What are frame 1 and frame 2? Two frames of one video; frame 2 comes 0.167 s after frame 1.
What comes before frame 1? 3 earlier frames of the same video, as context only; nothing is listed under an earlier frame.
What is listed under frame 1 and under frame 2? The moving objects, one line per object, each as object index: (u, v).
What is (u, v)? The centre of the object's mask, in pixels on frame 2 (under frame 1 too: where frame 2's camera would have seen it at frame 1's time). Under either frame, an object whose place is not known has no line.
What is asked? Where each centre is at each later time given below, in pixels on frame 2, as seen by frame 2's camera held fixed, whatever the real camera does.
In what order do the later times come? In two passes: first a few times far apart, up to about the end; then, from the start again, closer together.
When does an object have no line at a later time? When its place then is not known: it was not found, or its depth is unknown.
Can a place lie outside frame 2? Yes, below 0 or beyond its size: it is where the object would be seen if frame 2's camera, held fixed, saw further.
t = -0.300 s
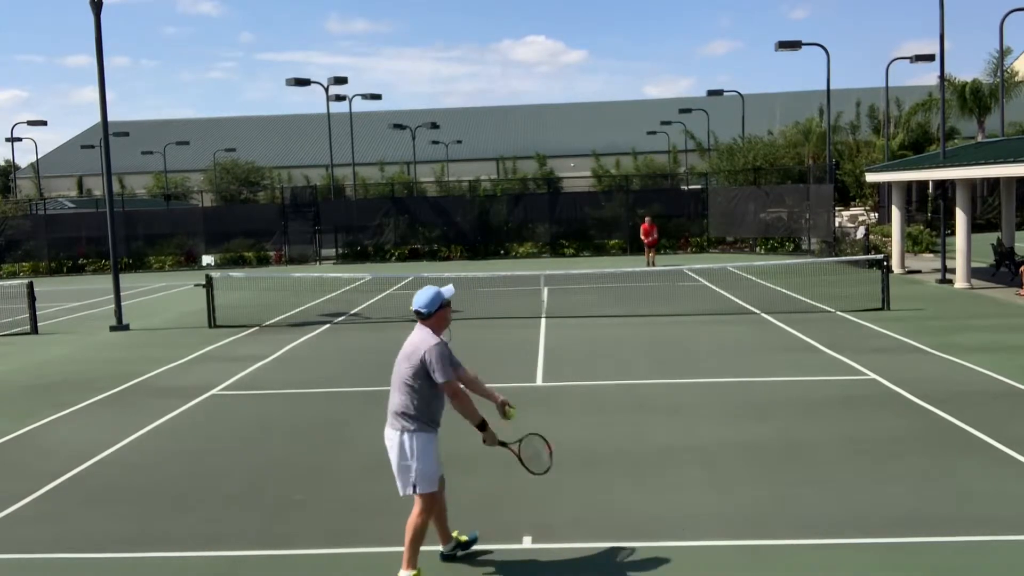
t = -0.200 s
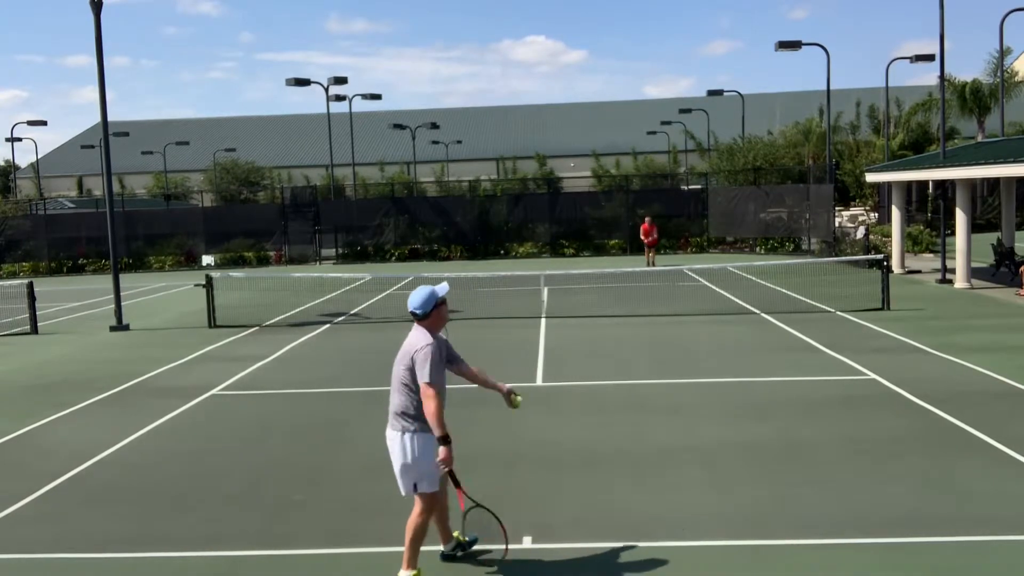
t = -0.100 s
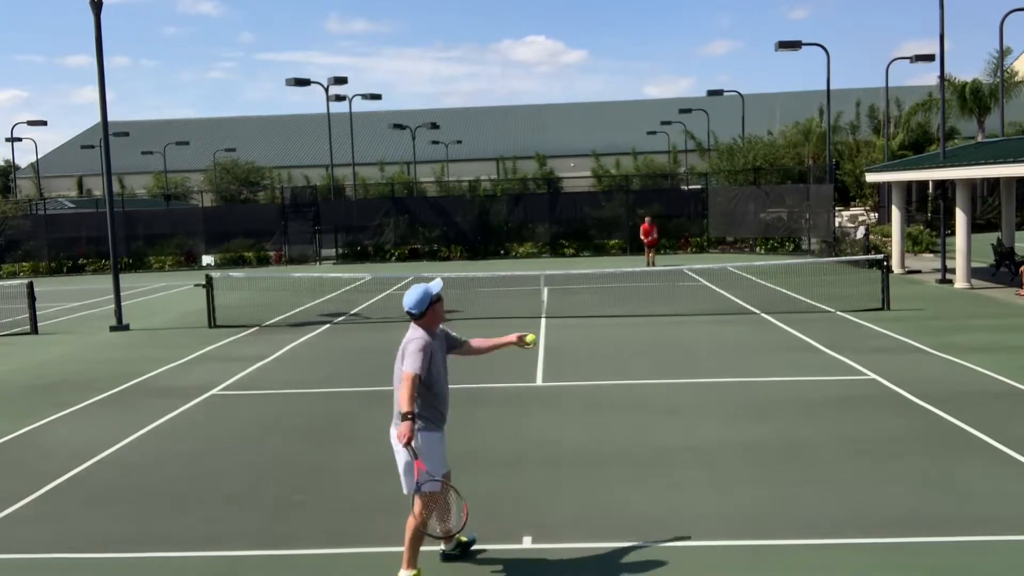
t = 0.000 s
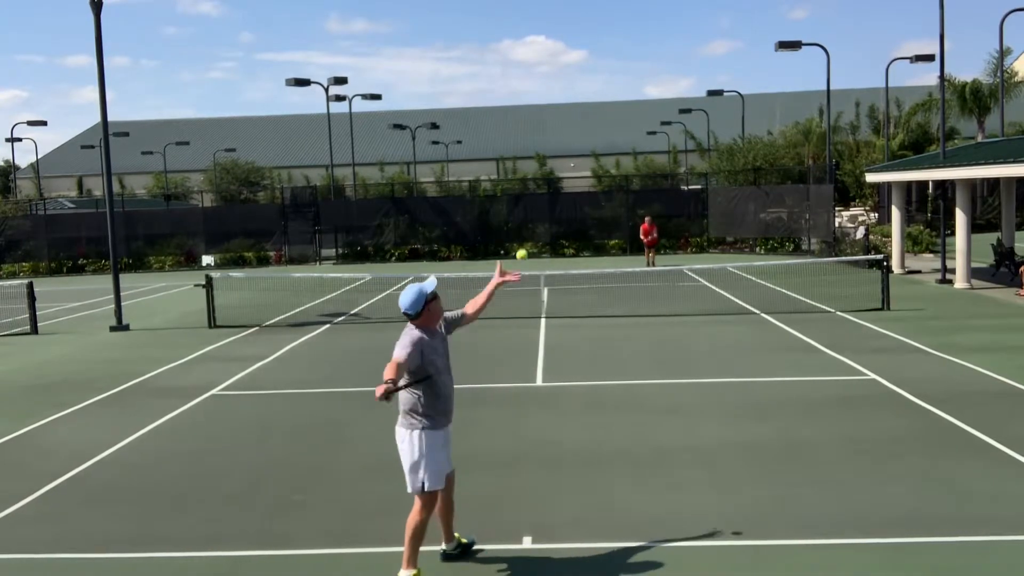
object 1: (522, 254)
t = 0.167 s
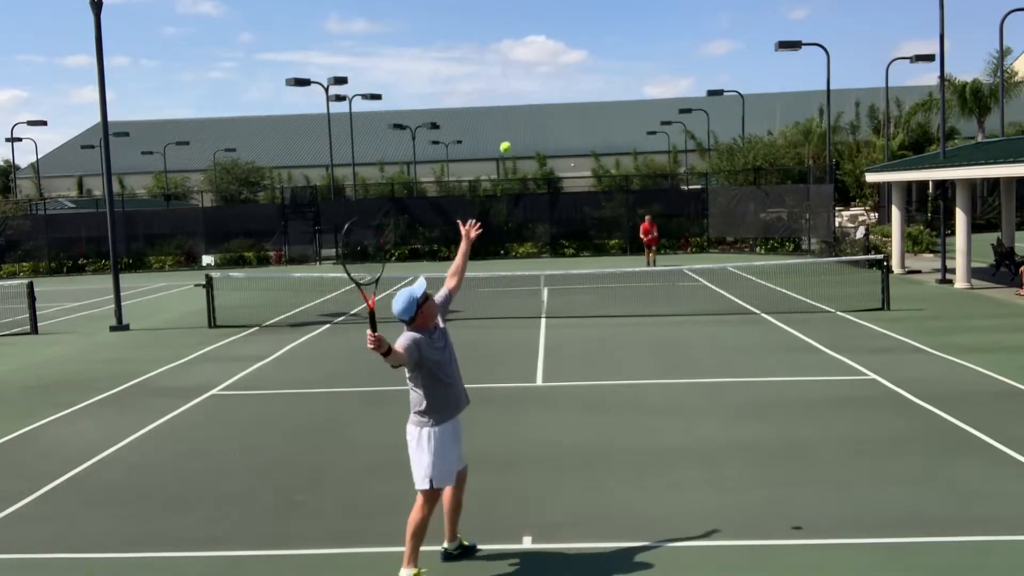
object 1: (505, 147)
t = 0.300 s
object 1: (494, 93)
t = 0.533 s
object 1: (477, 64)
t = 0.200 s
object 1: (502, 130)
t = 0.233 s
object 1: (499, 116)
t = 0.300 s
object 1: (494, 93)
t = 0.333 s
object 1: (491, 83)
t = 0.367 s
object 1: (488, 76)
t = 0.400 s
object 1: (486, 70)
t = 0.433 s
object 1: (483, 66)
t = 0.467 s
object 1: (481, 64)
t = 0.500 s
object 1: (479, 63)
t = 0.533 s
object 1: (477, 64)
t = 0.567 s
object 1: (475, 67)
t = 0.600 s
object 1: (472, 73)
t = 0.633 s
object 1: (470, 79)
